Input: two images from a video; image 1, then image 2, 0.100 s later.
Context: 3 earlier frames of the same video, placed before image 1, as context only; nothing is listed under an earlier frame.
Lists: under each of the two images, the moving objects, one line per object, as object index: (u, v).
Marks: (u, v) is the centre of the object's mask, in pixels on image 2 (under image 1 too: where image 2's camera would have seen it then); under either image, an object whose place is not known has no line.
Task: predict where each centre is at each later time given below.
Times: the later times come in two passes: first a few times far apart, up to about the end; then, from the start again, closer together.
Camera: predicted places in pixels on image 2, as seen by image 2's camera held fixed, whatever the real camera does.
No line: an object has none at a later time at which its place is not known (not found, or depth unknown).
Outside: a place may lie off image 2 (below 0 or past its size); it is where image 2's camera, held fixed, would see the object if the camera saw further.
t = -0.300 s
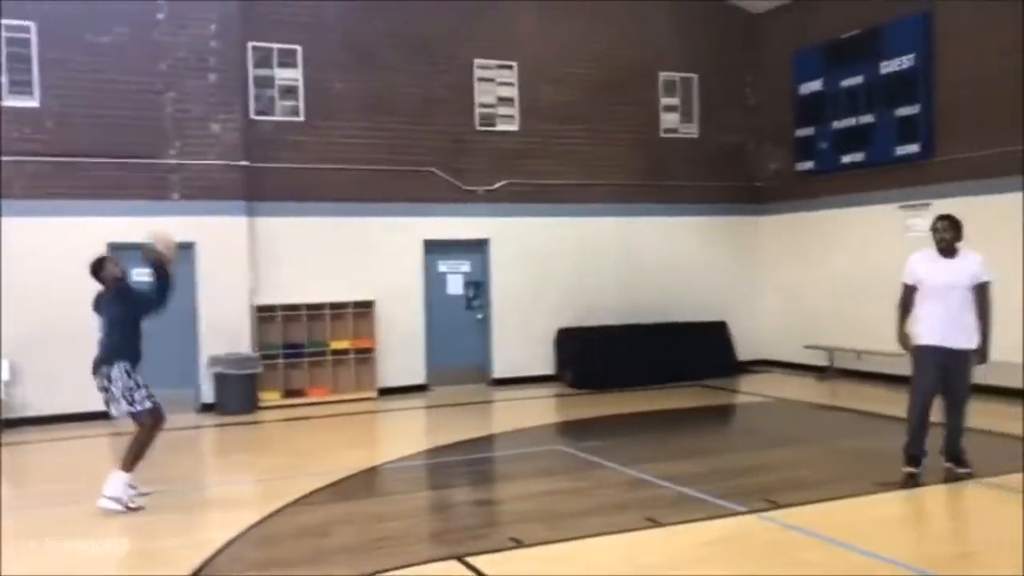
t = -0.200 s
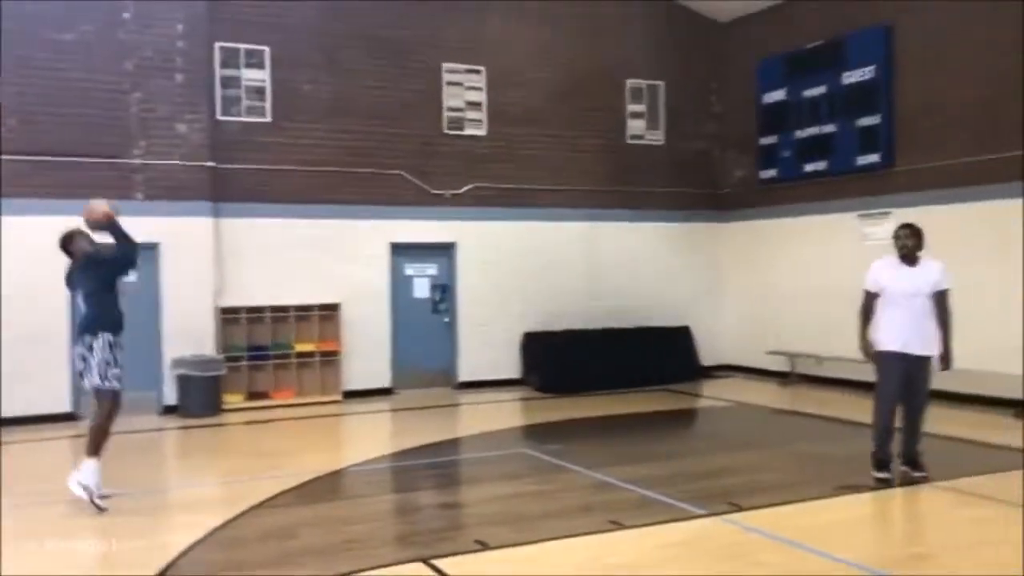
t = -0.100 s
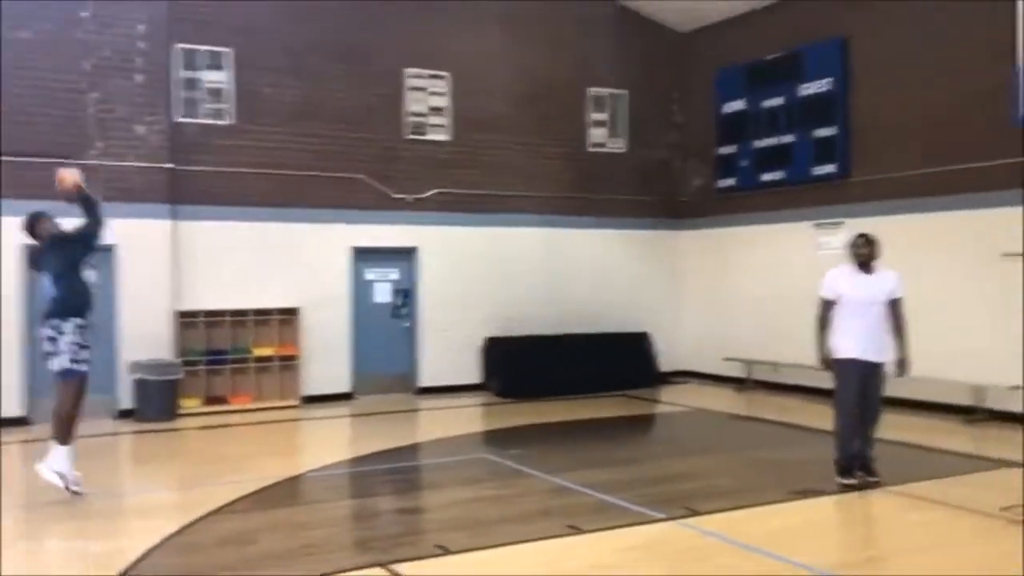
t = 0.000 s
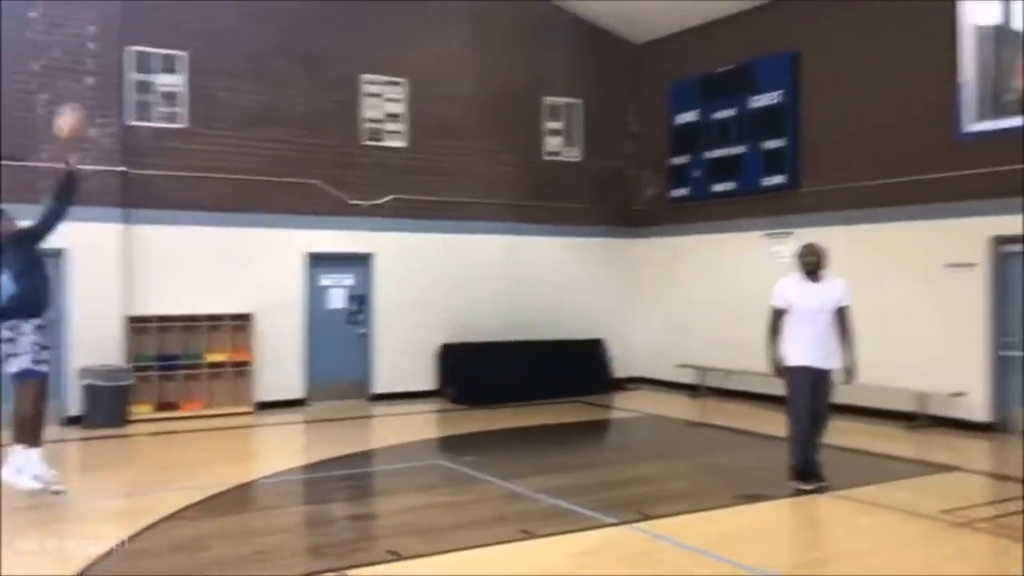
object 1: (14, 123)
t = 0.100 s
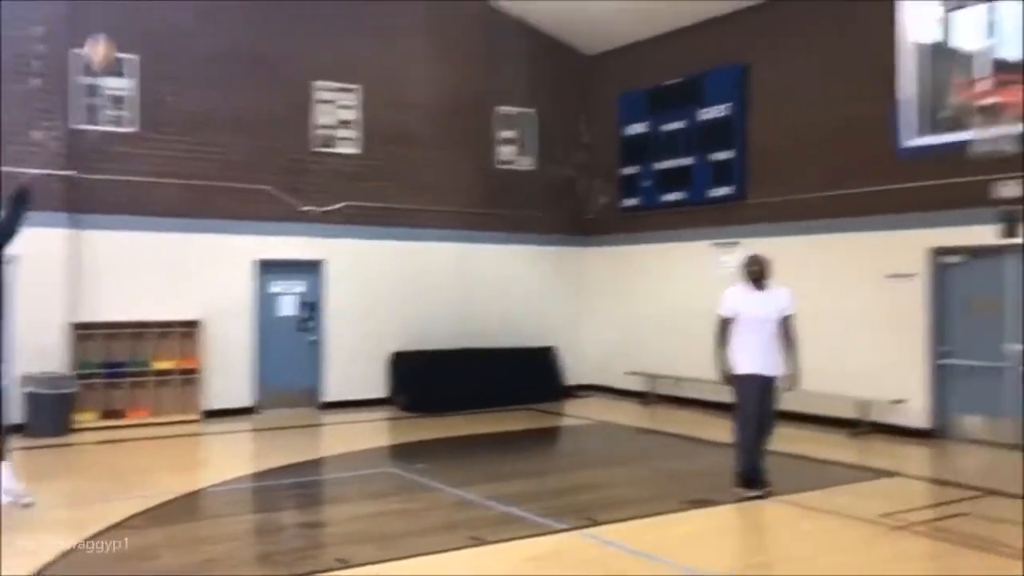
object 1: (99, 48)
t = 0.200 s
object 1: (184, 3)
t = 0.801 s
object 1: (698, -59)
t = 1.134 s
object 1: (988, 91)
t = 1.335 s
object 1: (932, 250)
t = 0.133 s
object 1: (128, 31)
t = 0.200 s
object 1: (184, 3)
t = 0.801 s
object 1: (698, -59)
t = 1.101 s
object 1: (962, 78)
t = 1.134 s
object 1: (988, 91)
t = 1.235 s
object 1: (958, 172)
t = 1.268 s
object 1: (950, 195)
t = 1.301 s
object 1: (942, 221)
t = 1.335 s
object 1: (932, 250)
